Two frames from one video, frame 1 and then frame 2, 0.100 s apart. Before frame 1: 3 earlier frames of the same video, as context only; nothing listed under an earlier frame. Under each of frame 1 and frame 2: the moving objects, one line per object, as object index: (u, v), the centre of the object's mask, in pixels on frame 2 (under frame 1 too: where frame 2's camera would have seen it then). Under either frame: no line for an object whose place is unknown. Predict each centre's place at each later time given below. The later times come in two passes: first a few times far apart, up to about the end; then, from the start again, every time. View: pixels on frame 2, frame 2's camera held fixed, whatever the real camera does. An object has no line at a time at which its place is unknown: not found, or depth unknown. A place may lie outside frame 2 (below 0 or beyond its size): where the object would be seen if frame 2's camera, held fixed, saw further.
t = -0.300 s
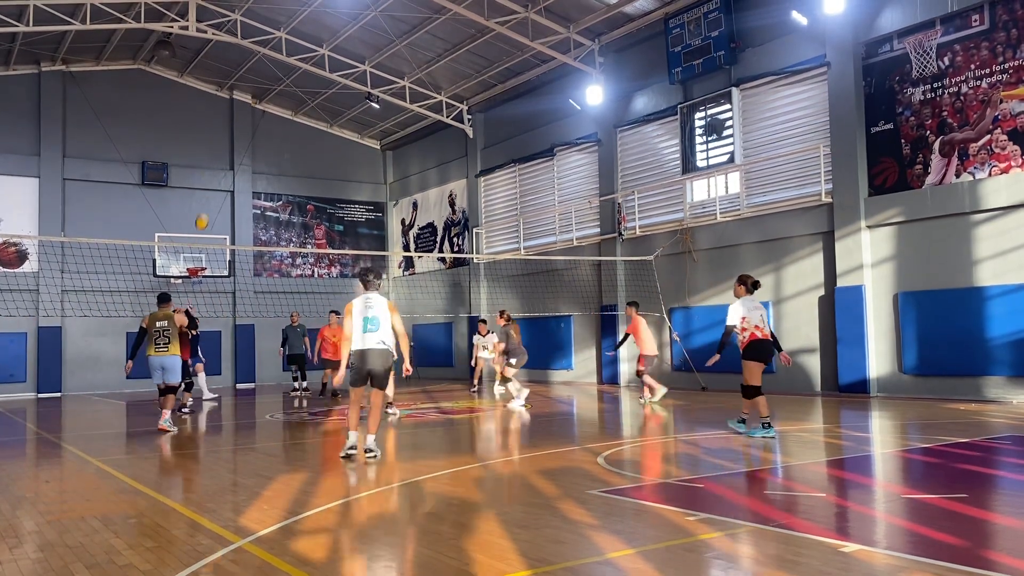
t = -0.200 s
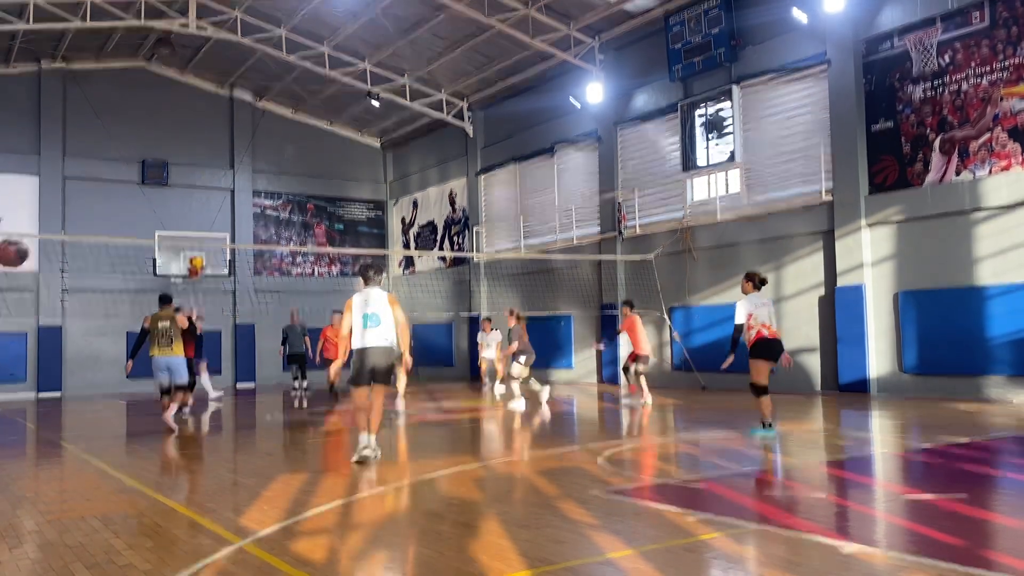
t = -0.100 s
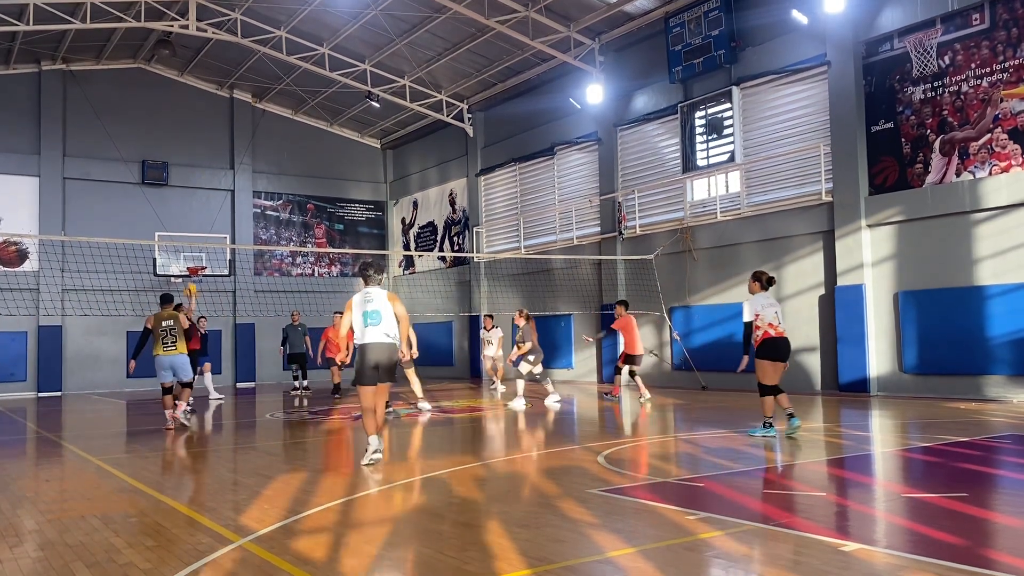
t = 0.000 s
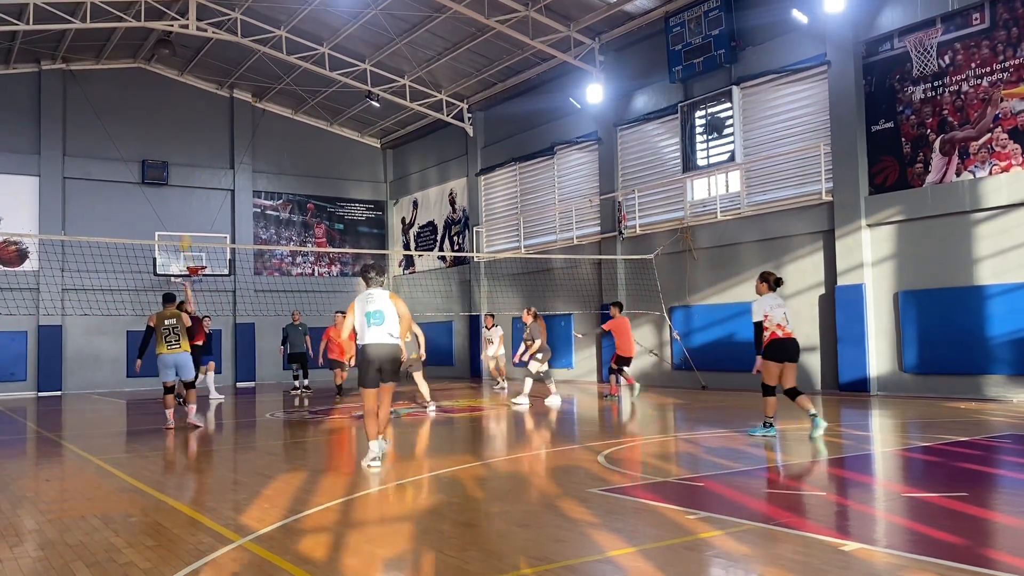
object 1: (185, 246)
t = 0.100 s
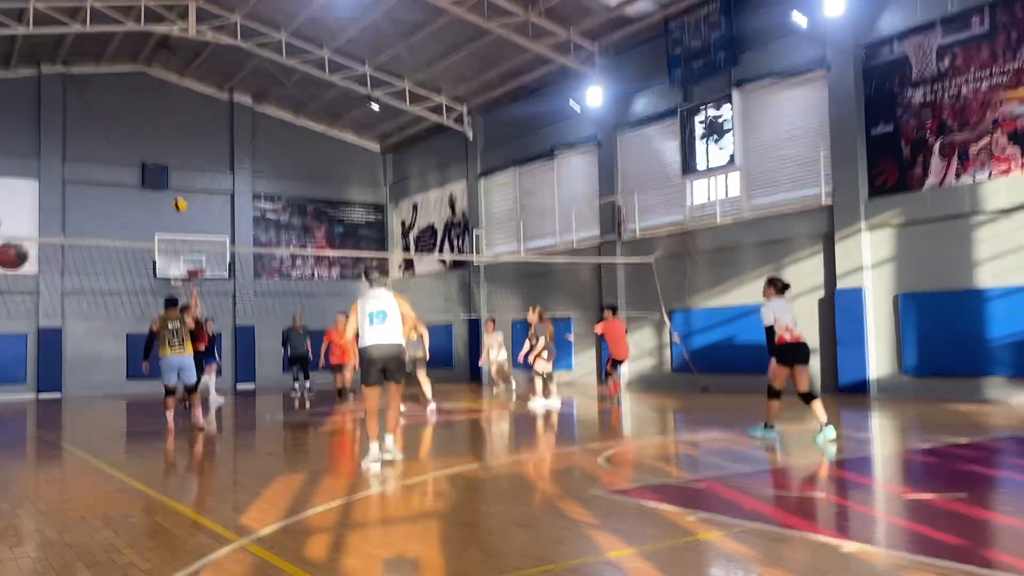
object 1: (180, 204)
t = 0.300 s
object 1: (169, 139)
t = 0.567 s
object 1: (156, 90)
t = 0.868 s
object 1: (140, 90)
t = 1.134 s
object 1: (126, 142)
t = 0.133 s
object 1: (178, 192)
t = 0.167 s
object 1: (177, 180)
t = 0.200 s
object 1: (175, 168)
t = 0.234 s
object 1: (173, 158)
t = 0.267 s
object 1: (171, 148)
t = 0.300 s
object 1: (169, 139)
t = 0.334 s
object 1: (168, 131)
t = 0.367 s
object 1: (166, 122)
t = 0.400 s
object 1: (164, 115)
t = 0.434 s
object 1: (163, 109)
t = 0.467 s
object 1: (161, 103)
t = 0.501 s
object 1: (160, 98)
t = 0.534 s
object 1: (158, 94)
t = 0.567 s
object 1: (156, 90)
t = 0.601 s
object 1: (154, 88)
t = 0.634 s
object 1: (152, 85)
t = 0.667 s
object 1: (150, 84)
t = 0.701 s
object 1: (149, 83)
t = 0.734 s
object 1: (147, 83)
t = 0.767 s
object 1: (145, 83)
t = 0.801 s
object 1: (143, 85)
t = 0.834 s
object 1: (142, 87)
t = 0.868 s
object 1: (140, 90)
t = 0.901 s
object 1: (139, 94)
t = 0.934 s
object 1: (137, 99)
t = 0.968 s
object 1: (135, 103)
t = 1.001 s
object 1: (133, 109)
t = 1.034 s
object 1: (131, 116)
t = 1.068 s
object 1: (129, 124)
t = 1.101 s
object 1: (128, 132)
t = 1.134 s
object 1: (126, 142)
